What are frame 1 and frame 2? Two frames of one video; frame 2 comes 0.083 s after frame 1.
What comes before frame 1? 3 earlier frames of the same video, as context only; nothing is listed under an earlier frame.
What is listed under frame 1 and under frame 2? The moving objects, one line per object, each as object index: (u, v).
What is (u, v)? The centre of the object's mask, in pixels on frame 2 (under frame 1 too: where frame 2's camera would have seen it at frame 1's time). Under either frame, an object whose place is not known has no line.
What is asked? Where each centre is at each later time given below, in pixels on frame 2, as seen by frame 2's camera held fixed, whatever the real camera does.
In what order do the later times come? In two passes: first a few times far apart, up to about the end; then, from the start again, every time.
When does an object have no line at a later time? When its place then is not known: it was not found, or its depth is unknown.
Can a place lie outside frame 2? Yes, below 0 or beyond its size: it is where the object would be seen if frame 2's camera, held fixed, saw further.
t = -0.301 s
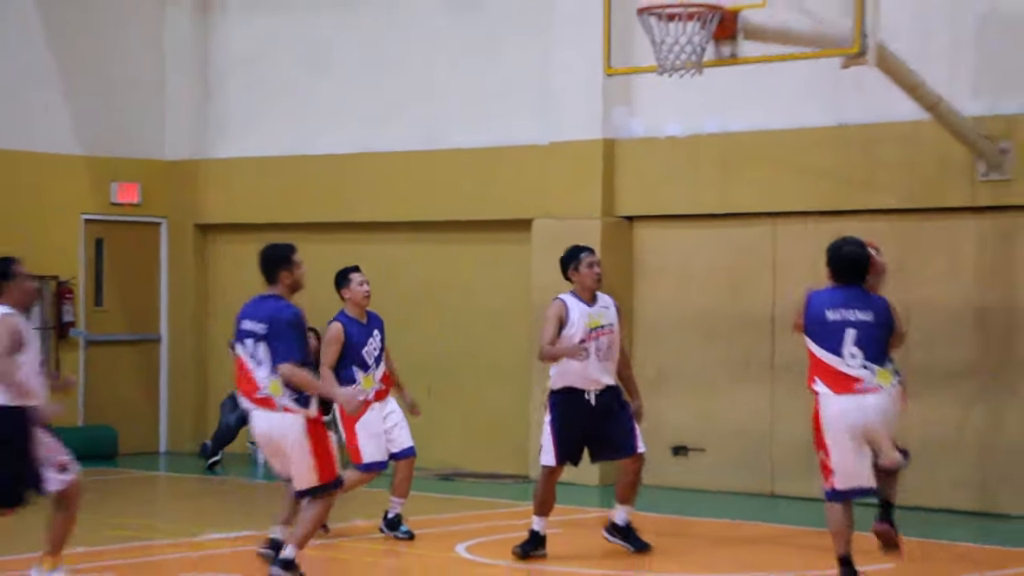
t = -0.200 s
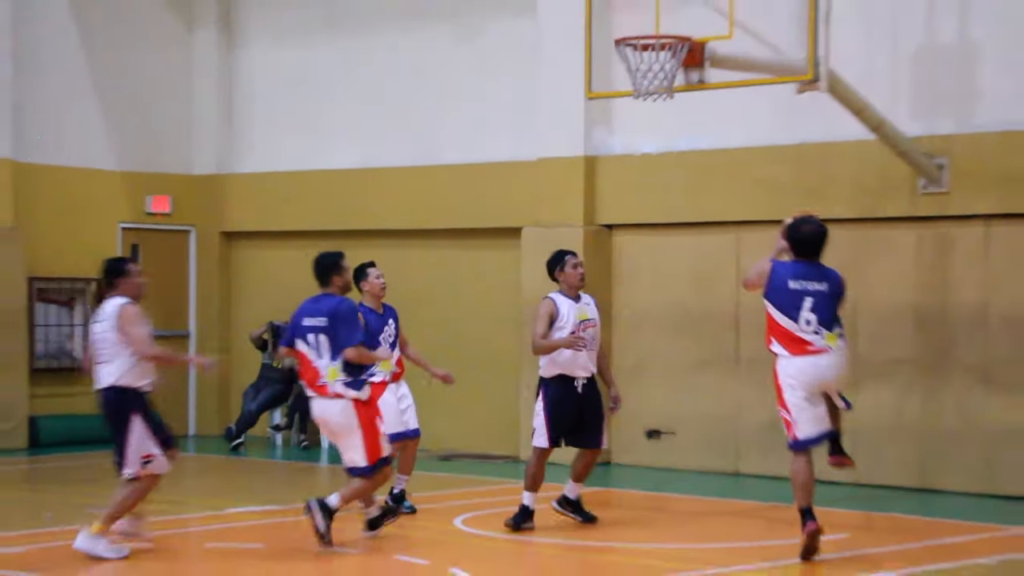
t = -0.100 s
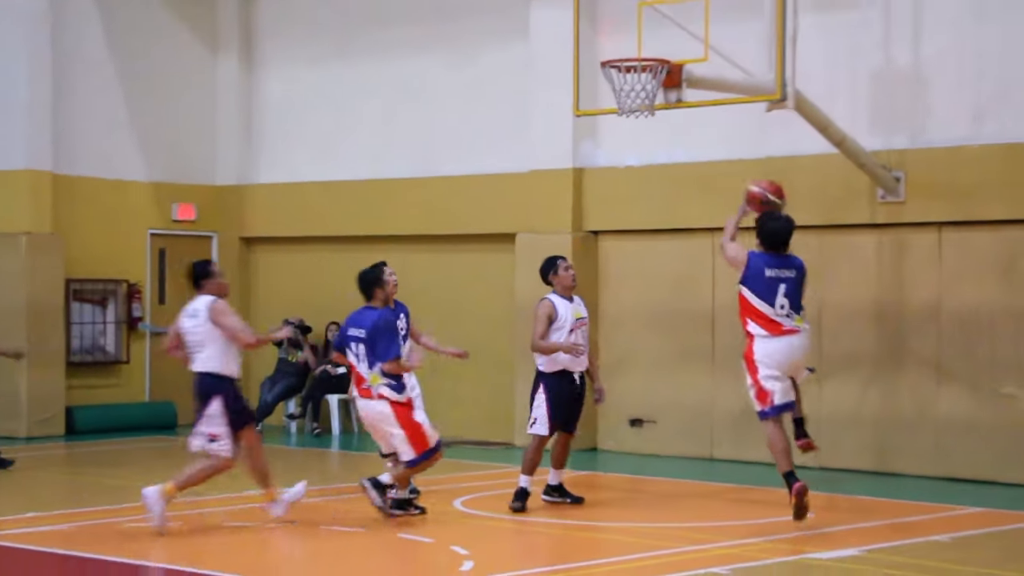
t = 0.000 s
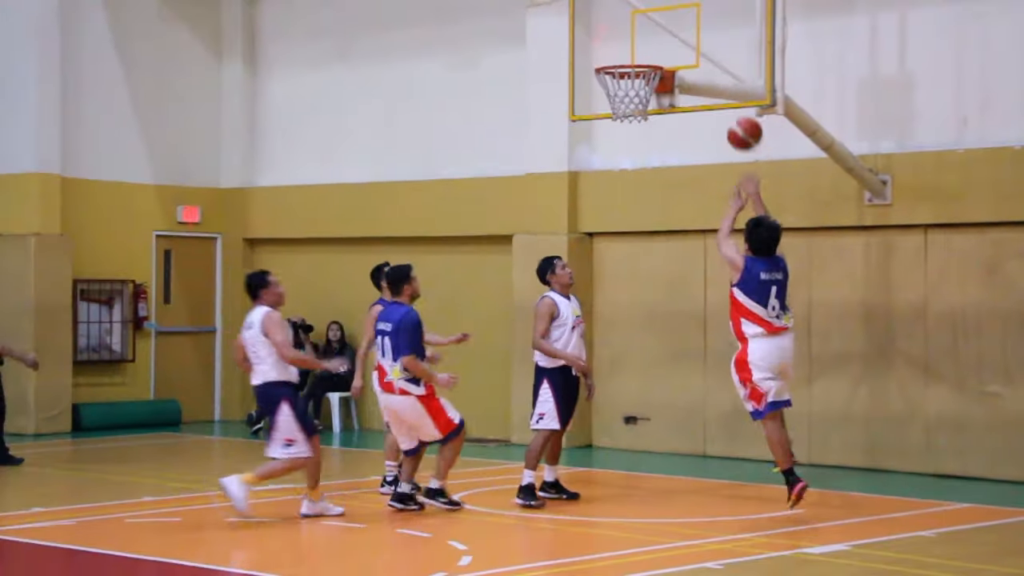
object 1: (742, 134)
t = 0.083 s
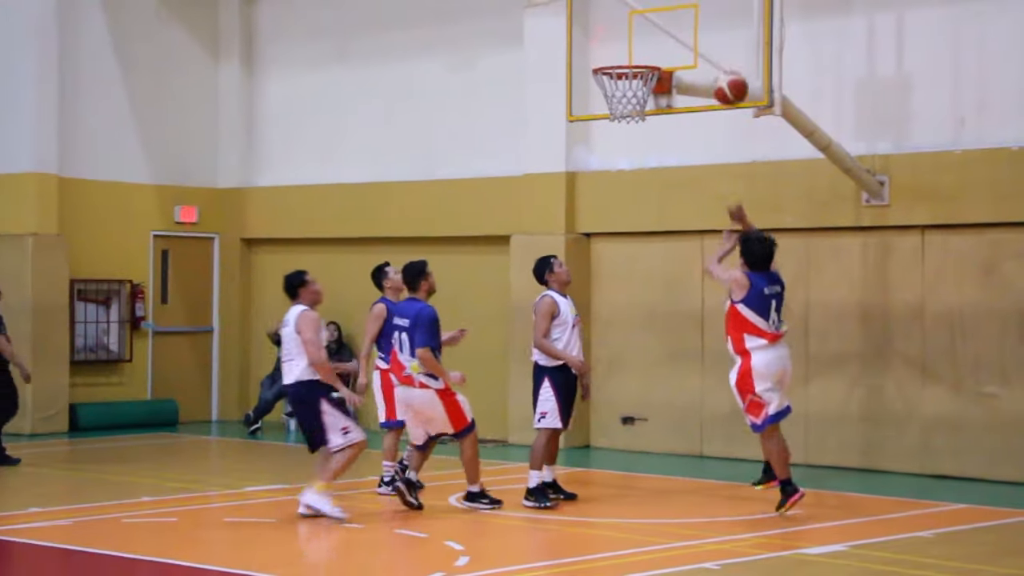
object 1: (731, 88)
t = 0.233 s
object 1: (710, 34)
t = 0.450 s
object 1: (675, 16)
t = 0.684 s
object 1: (618, 70)
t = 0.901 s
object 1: (613, 102)
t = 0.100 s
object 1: (728, 80)
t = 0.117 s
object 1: (725, 73)
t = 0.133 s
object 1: (723, 66)
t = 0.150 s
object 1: (721, 59)
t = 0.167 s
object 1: (719, 54)
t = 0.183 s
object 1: (717, 48)
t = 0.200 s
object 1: (715, 43)
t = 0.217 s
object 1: (712, 39)
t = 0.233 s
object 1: (710, 34)
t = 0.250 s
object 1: (708, 30)
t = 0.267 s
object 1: (706, 27)
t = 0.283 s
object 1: (704, 24)
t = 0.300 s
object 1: (702, 21)
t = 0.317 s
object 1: (699, 19)
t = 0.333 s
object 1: (697, 18)
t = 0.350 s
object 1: (695, 16)
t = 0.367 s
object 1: (693, 16)
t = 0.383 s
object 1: (690, 15)
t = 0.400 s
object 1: (687, 15)
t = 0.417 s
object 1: (683, 15)
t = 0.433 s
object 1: (679, 15)
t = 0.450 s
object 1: (675, 16)
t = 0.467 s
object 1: (671, 17)
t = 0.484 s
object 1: (667, 19)
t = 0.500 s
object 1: (663, 21)
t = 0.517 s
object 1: (659, 24)
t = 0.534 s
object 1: (656, 26)
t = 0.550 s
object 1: (651, 31)
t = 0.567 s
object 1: (647, 35)
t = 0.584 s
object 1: (643, 39)
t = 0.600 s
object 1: (639, 42)
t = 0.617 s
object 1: (635, 47)
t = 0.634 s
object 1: (631, 51)
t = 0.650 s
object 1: (627, 54)
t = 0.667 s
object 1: (623, 61)
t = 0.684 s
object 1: (618, 70)
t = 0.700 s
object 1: (615, 77)
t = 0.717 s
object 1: (612, 84)
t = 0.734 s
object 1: (609, 88)
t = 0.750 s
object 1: (608, 90)
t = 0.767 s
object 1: (608, 92)
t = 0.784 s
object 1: (607, 93)
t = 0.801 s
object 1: (607, 94)
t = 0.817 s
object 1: (607, 95)
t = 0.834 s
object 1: (608, 96)
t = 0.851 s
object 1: (610, 97)
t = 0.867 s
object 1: (610, 98)
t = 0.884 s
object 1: (611, 99)
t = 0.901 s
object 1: (613, 102)
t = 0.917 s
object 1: (614, 104)
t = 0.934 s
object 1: (617, 108)
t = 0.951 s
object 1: (618, 112)
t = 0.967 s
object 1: (619, 115)
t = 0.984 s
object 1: (620, 118)
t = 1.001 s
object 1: (621, 124)
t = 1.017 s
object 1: (623, 127)
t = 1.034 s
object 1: (625, 130)
